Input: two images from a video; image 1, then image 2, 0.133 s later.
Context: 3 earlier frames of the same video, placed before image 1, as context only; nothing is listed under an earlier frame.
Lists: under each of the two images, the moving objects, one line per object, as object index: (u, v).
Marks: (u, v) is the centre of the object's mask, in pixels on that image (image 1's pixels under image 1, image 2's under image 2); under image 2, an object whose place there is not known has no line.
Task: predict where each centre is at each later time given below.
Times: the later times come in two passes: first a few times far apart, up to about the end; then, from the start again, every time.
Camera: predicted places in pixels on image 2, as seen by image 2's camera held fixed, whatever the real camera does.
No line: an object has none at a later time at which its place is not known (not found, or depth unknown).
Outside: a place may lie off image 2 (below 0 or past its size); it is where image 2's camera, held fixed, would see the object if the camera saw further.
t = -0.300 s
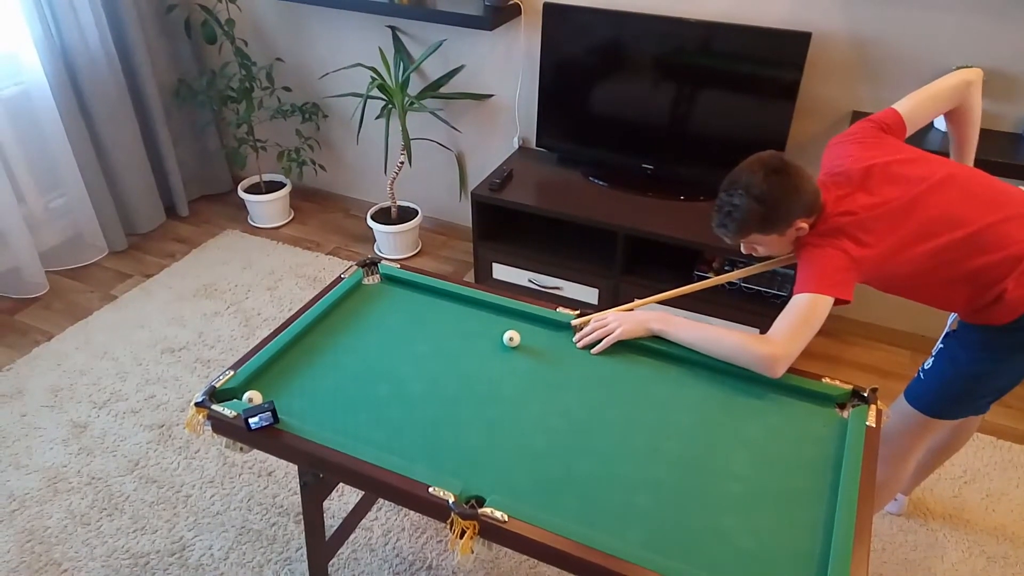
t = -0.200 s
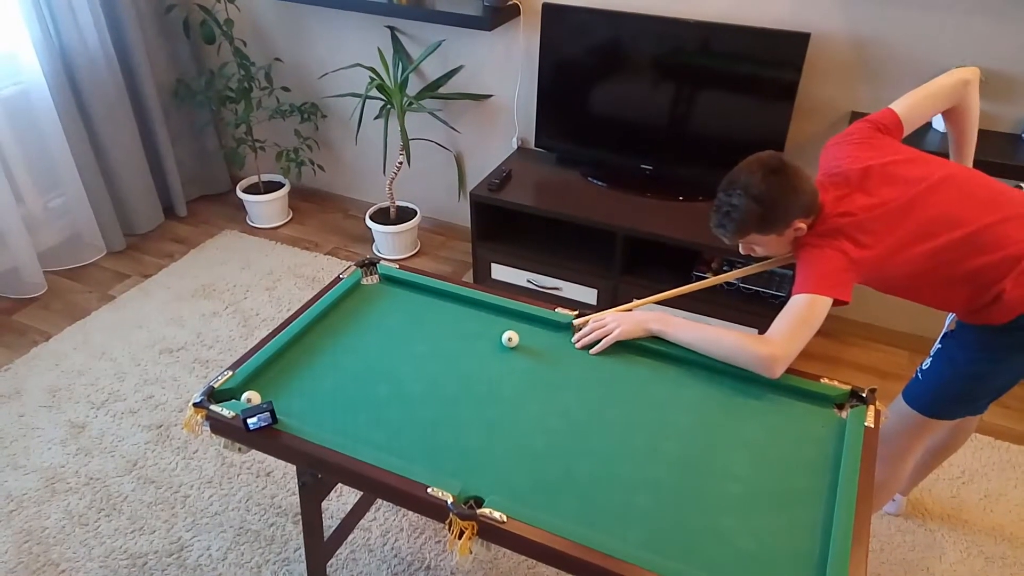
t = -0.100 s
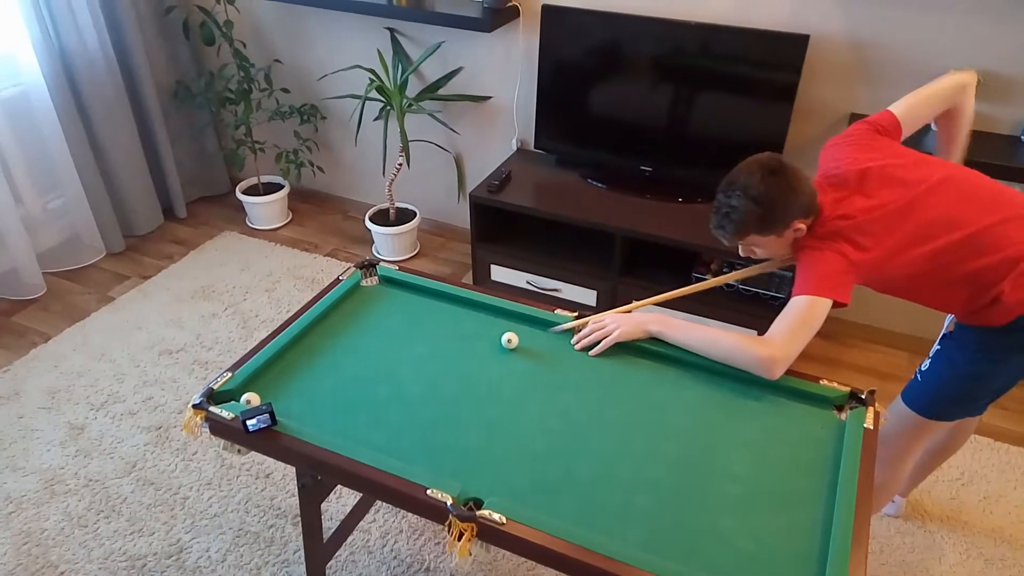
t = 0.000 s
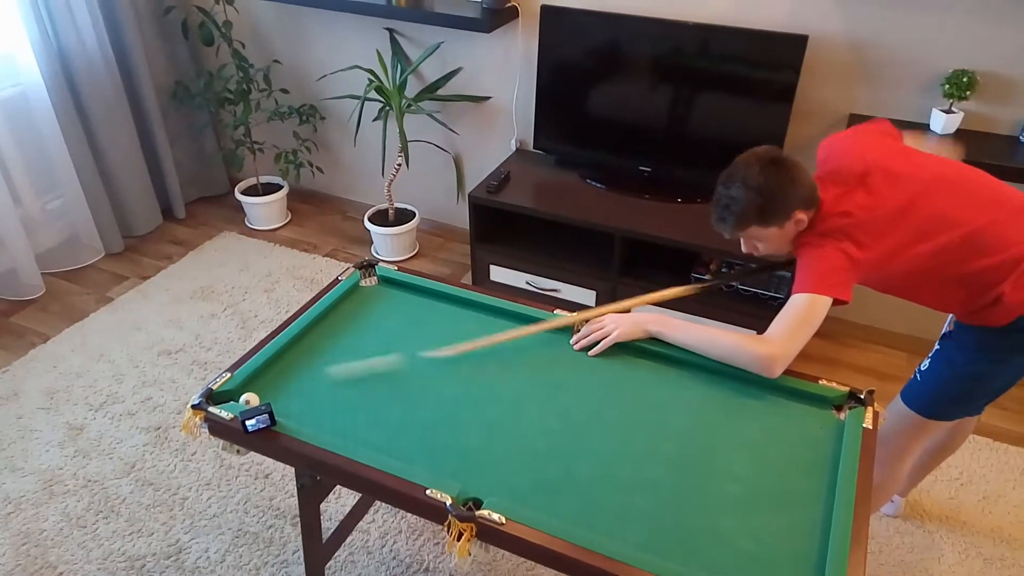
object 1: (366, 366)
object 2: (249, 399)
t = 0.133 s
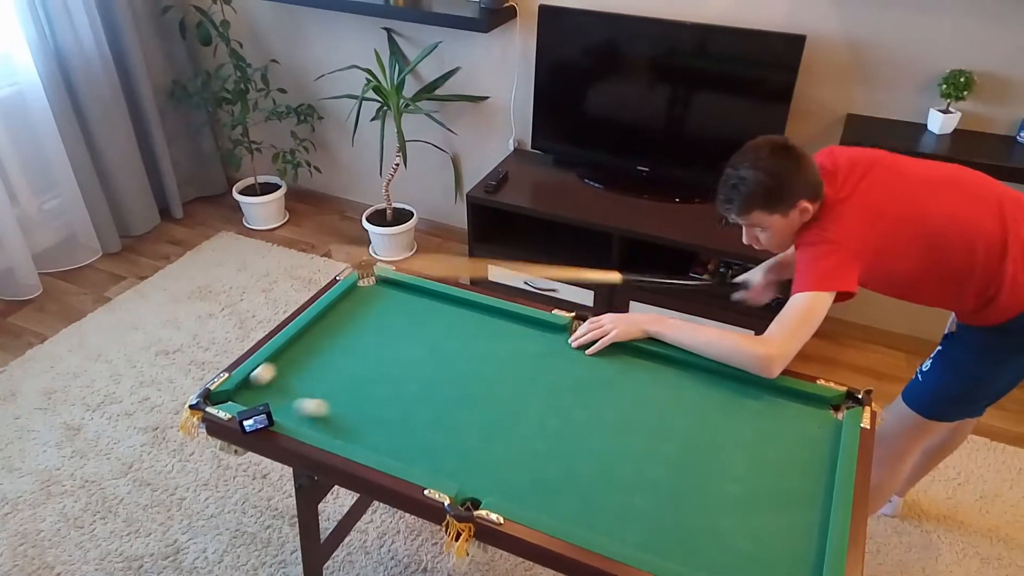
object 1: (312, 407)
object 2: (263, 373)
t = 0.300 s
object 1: (421, 416)
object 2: (313, 329)
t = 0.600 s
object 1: (608, 432)
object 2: (368, 277)
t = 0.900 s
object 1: (798, 450)
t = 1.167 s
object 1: (764, 409)
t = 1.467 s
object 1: (696, 374)
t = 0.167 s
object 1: (335, 409)
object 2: (275, 363)
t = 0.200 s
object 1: (358, 411)
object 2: (285, 354)
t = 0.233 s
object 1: (379, 413)
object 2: (295, 345)
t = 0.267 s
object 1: (400, 414)
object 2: (305, 337)
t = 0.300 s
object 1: (421, 416)
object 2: (313, 329)
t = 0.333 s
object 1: (441, 417)
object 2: (321, 321)
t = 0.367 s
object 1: (462, 419)
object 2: (329, 313)
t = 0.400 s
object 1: (483, 420)
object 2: (337, 306)
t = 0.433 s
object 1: (504, 422)
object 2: (345, 299)
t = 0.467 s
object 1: (525, 424)
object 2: (352, 292)
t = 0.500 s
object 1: (545, 426)
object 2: (359, 286)
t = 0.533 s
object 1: (566, 427)
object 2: (367, 280)
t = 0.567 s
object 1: (588, 430)
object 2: (367, 278)
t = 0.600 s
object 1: (608, 432)
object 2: (368, 277)
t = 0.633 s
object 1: (630, 433)
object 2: (367, 277)
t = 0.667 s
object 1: (651, 435)
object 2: (368, 277)
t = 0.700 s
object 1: (672, 437)
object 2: (367, 278)
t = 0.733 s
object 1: (693, 439)
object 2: (366, 279)
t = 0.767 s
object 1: (713, 441)
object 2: (368, 281)
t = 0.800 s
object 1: (735, 443)
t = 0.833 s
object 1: (756, 445)
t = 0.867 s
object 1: (777, 447)
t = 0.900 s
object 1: (798, 450)
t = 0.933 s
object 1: (819, 452)
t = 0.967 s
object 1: (821, 448)
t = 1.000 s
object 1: (808, 440)
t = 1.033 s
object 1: (798, 433)
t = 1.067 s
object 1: (790, 427)
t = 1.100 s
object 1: (780, 421)
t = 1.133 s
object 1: (772, 415)
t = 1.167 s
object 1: (764, 409)
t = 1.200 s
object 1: (755, 403)
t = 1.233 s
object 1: (748, 397)
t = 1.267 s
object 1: (740, 391)
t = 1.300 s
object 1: (732, 386)
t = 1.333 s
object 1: (725, 381)
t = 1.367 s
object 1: (718, 376)
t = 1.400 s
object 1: (710, 374)
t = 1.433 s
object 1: (703, 374)
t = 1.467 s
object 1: (696, 374)
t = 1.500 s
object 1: (689, 373)
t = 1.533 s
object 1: (681, 373)
